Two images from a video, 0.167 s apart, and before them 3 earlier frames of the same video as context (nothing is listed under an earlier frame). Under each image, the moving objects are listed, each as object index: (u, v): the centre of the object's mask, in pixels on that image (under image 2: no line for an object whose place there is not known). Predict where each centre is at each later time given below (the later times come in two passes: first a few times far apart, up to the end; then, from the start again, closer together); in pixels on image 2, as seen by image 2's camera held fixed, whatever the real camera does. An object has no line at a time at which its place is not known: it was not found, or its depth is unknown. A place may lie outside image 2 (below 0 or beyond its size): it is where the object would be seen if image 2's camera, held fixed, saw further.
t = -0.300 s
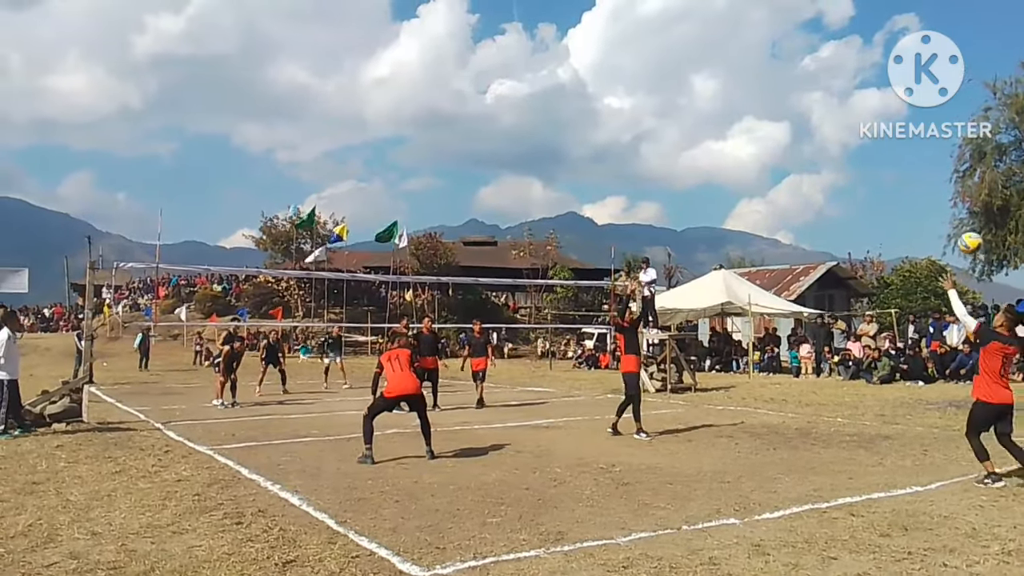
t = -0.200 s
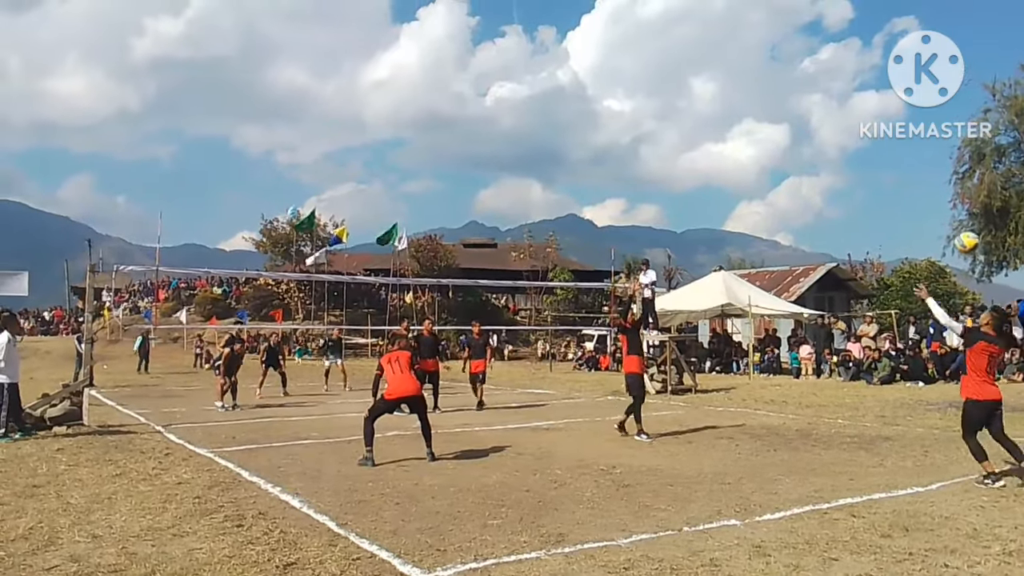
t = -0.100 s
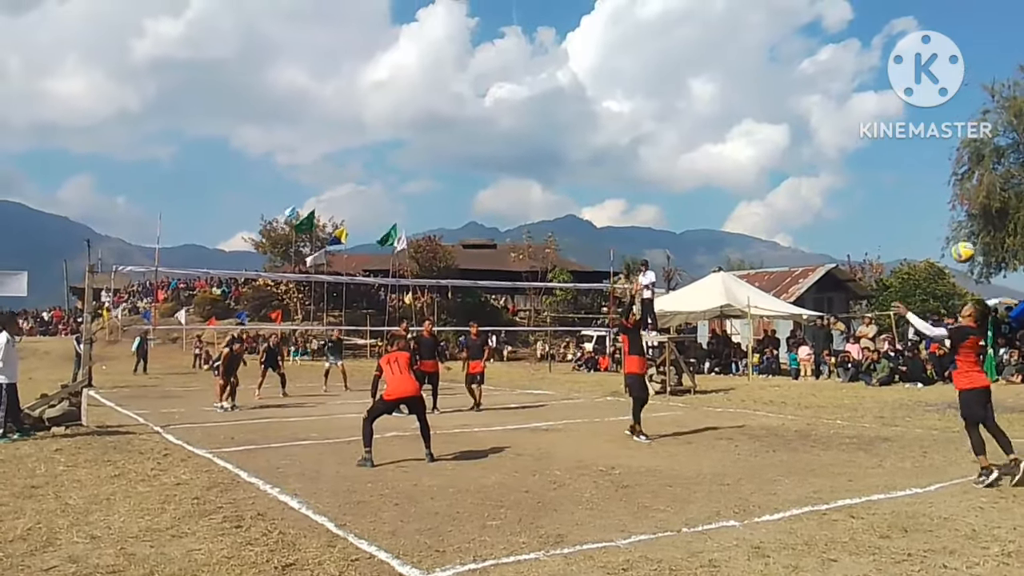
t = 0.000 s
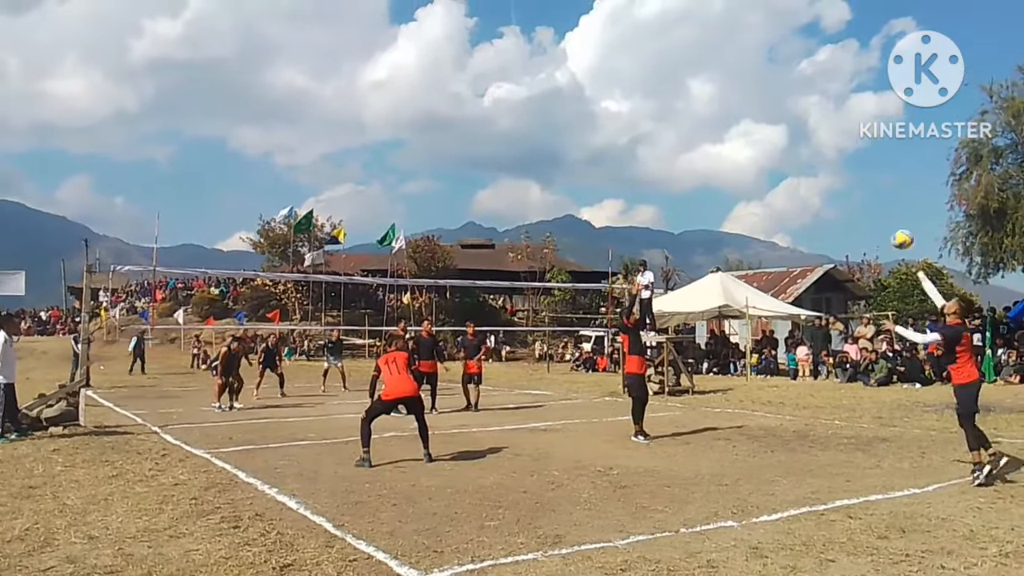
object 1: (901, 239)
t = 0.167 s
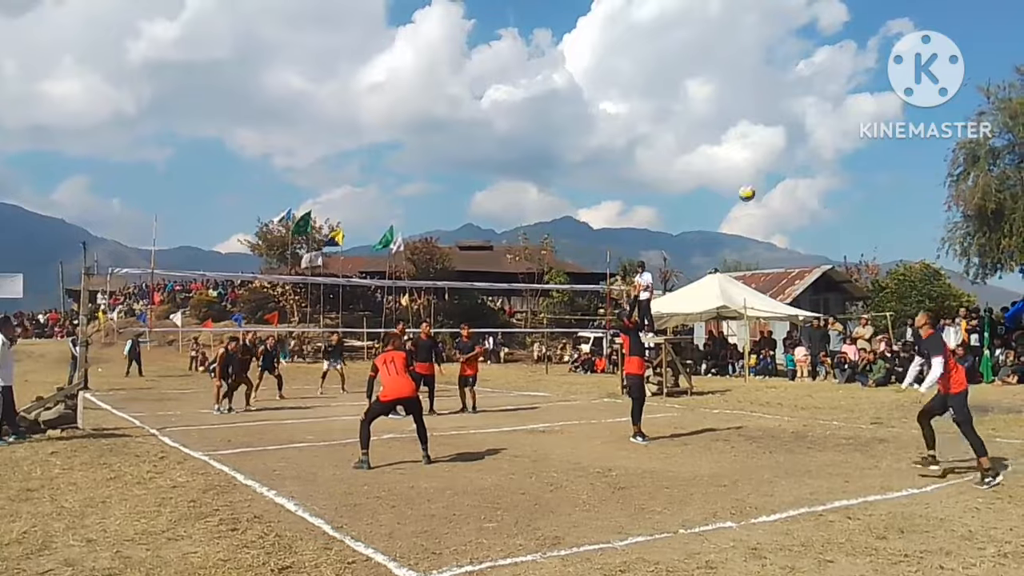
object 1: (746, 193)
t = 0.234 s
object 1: (699, 184)
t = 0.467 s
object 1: (573, 178)
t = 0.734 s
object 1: (474, 204)
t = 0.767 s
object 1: (464, 210)
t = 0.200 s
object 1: (721, 188)
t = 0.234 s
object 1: (699, 184)
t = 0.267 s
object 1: (678, 180)
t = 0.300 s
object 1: (658, 178)
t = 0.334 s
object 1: (639, 177)
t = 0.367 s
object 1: (621, 175)
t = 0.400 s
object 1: (604, 176)
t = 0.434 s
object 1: (588, 176)
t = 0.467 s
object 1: (573, 178)
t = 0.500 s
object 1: (556, 178)
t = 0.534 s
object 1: (544, 181)
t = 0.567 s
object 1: (532, 184)
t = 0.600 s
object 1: (519, 188)
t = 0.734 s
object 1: (474, 204)
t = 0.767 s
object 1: (464, 210)
